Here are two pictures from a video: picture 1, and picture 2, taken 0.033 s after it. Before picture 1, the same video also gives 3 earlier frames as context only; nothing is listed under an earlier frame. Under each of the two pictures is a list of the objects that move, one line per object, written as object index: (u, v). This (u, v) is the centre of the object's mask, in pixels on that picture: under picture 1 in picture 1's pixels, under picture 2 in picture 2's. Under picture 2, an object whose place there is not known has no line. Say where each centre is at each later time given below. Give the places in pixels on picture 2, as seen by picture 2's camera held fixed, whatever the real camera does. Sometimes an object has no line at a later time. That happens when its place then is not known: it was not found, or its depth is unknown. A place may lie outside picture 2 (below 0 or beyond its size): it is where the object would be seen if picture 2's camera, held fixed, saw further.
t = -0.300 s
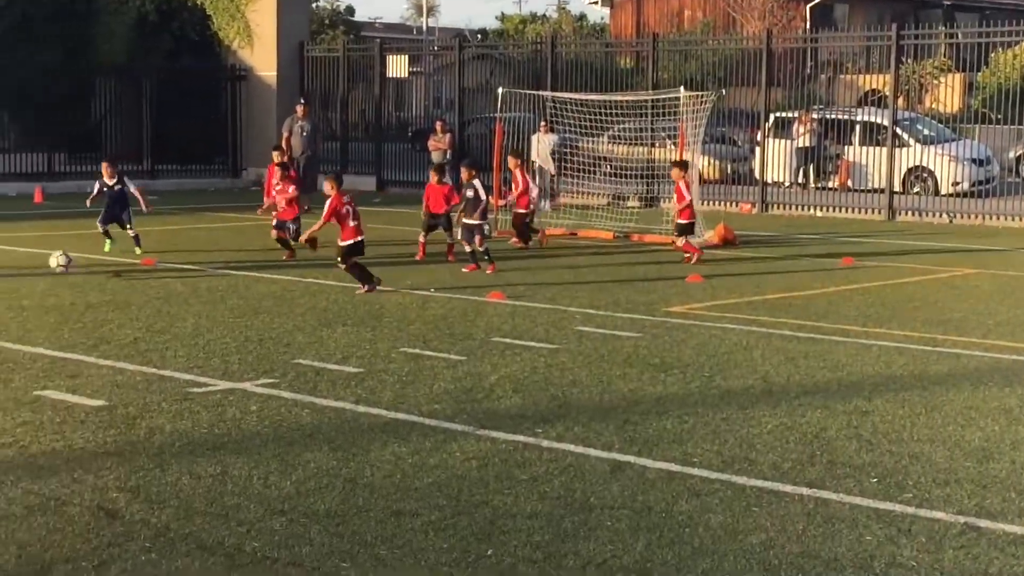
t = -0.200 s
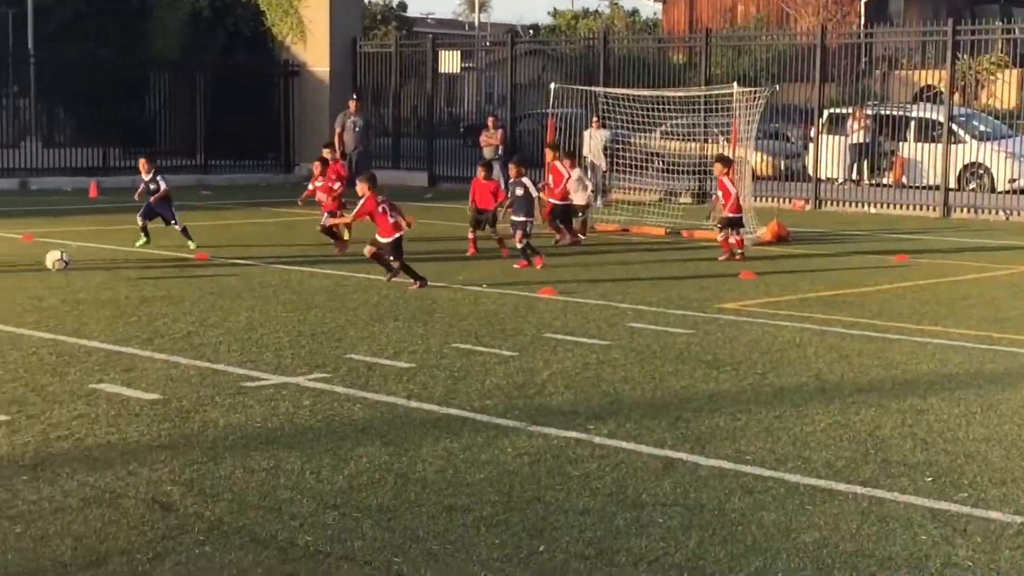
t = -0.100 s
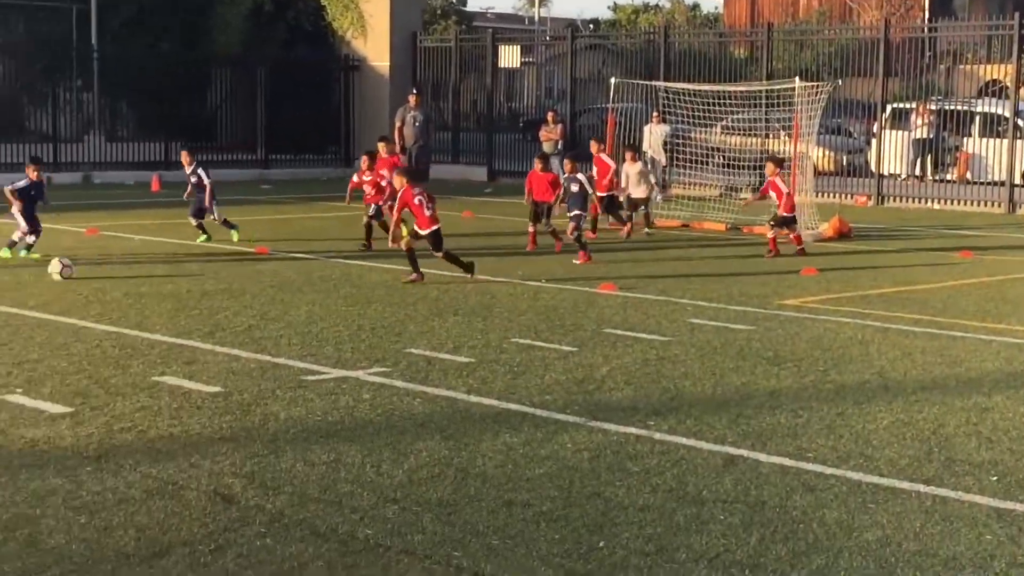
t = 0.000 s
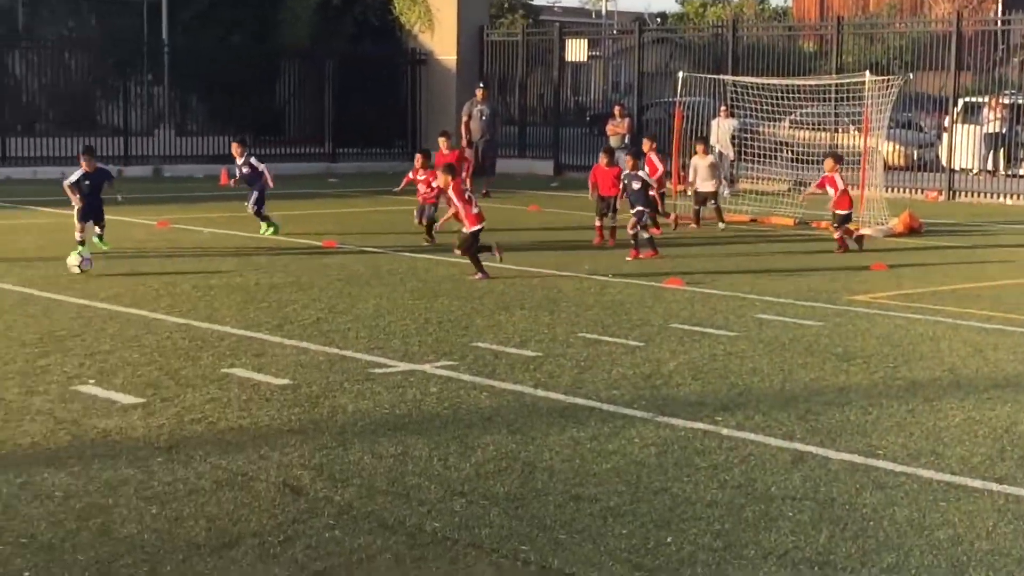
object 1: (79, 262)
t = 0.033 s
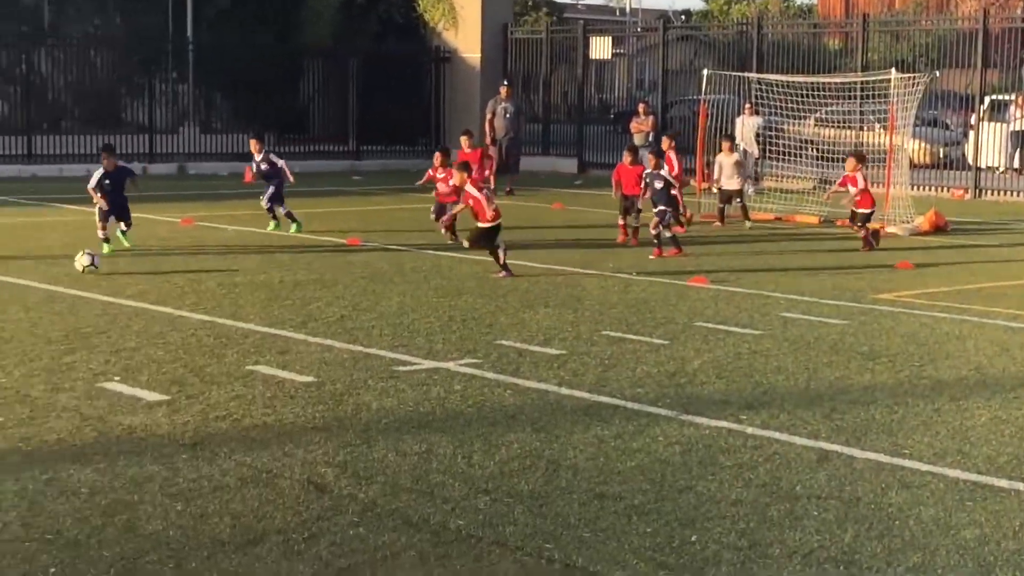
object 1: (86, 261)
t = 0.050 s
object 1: (78, 263)
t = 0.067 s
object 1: (70, 265)
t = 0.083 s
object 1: (63, 265)
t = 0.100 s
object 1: (56, 265)
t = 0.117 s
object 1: (47, 264)
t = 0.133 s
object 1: (38, 264)
